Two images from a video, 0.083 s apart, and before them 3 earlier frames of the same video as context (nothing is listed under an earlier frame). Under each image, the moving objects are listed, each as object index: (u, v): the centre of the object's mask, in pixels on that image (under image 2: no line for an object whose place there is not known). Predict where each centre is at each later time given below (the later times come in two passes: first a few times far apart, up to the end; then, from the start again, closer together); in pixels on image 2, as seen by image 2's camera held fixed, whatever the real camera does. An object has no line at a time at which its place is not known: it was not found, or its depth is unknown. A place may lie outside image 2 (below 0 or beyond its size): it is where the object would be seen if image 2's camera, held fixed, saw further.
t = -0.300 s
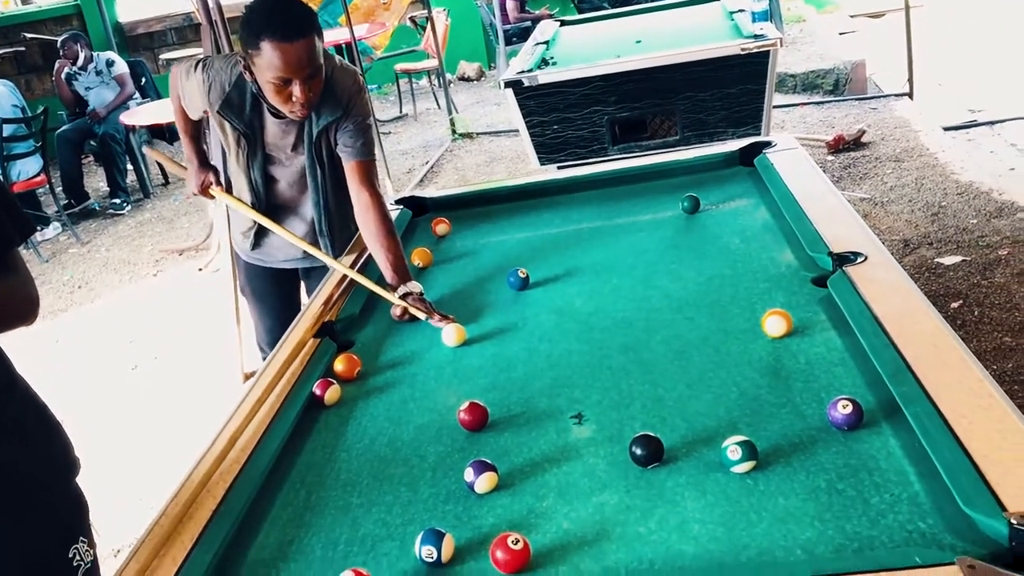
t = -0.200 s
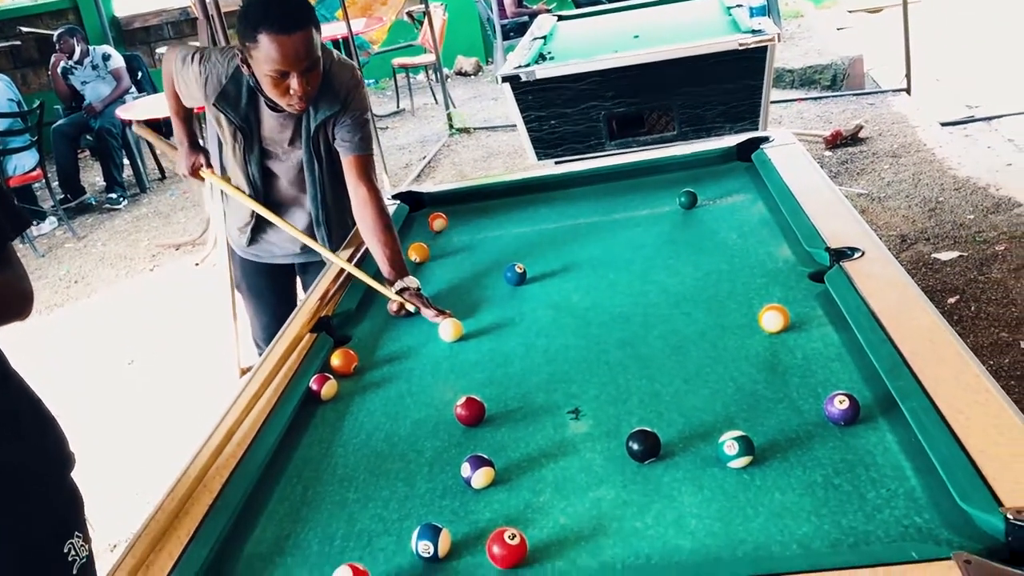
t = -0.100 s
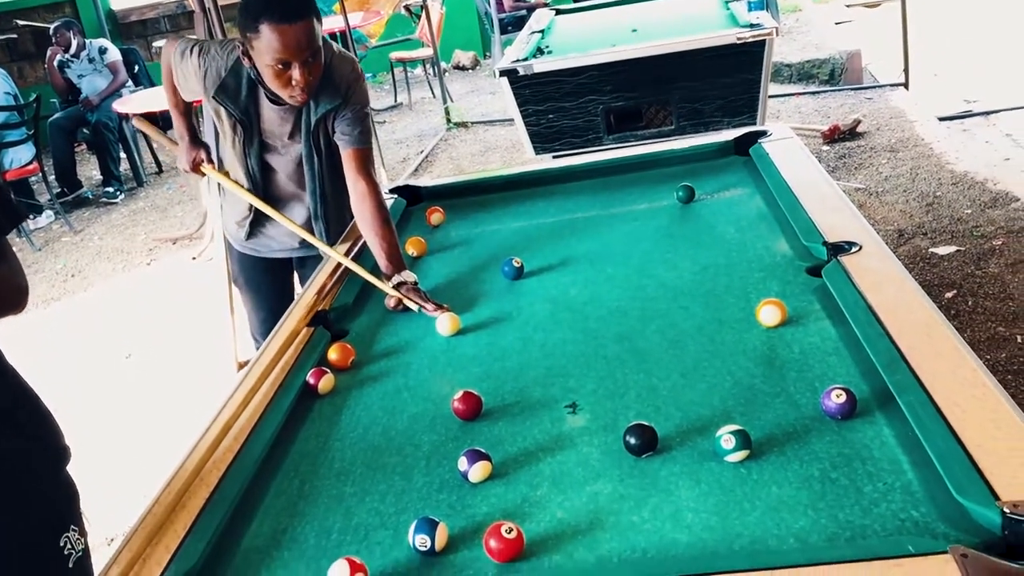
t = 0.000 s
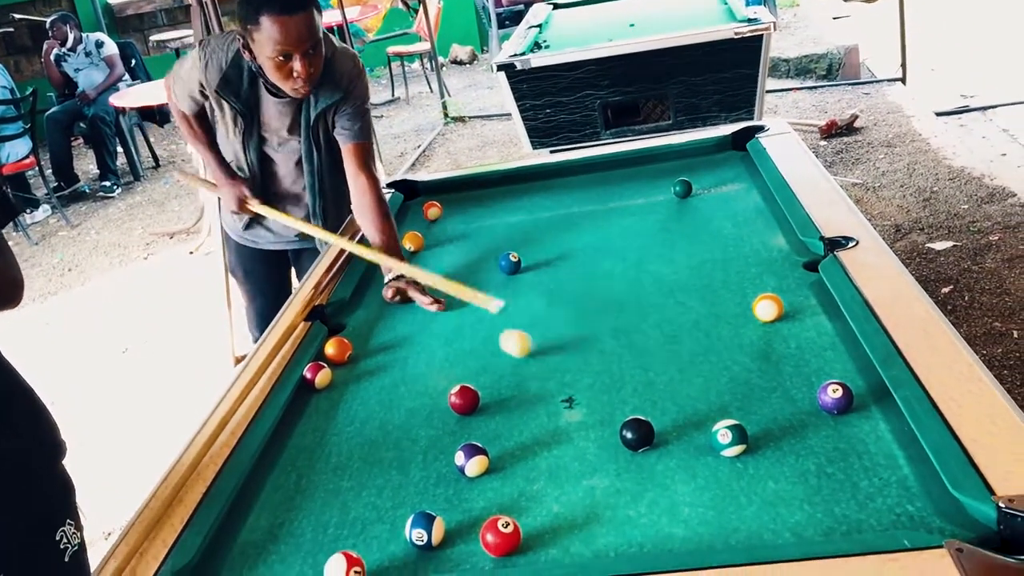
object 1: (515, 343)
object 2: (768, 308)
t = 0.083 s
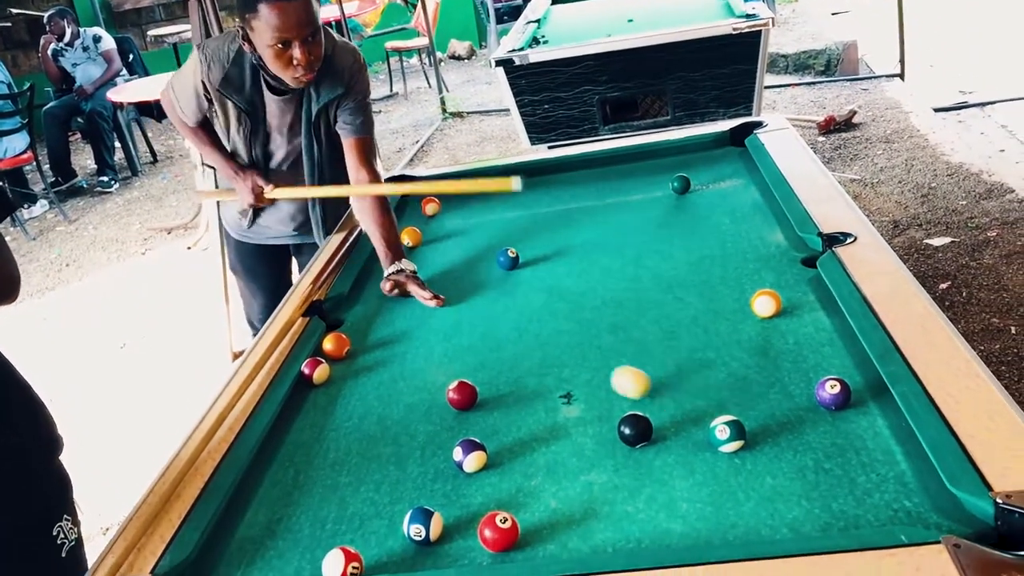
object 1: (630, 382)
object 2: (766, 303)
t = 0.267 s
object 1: (859, 420)
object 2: (766, 303)
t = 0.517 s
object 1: (832, 449)
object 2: (766, 303)
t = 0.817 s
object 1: (749, 478)
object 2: (766, 303)
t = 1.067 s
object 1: (681, 499)
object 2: (762, 301)
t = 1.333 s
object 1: (612, 519)
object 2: (741, 290)
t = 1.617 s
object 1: (543, 538)
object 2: (723, 279)
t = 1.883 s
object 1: (510, 551)
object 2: (705, 270)
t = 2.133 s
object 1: (496, 552)
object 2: (695, 259)
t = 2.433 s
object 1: (490, 549)
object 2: (685, 256)
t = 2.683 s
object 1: (488, 546)
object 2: (674, 253)
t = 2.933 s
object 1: (488, 542)
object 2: (666, 249)
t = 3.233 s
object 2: (655, 246)
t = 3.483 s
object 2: (649, 245)
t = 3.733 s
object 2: (644, 243)
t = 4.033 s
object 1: (490, 537)
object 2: (641, 242)
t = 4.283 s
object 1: (490, 538)
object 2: (639, 241)
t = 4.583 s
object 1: (490, 538)
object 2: (640, 241)
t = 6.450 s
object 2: (640, 241)
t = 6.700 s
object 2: (640, 241)
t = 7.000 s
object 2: (641, 241)
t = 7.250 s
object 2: (641, 241)
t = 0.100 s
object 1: (656, 392)
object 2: (766, 303)
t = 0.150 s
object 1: (737, 414)
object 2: (766, 303)
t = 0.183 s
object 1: (784, 411)
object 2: (766, 303)
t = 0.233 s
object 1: (835, 414)
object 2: (766, 303)
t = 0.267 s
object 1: (859, 420)
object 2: (766, 303)
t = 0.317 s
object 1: (892, 427)
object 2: (766, 303)
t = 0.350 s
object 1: (879, 431)
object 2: (766, 303)
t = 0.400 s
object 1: (865, 436)
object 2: (766, 303)
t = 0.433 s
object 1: (856, 440)
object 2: (766, 304)
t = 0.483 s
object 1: (841, 445)
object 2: (766, 303)
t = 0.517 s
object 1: (832, 449)
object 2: (766, 303)
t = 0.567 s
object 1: (818, 453)
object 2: (766, 303)
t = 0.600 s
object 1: (808, 457)
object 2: (766, 303)
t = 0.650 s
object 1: (795, 462)
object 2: (766, 303)
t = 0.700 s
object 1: (781, 467)
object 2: (766, 303)
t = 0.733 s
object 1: (771, 470)
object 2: (766, 303)
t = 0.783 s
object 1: (758, 475)
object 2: (766, 303)
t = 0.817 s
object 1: (749, 478)
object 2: (766, 303)
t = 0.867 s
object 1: (735, 482)
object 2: (766, 303)
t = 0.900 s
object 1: (726, 485)
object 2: (766, 303)
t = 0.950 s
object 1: (712, 489)
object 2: (765, 302)
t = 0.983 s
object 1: (703, 492)
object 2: (765, 302)
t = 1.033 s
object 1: (690, 496)
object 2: (763, 302)
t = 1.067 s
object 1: (681, 499)
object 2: (762, 301)
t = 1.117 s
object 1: (667, 503)
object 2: (758, 299)
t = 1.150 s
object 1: (659, 506)
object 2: (755, 298)
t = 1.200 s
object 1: (646, 510)
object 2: (751, 295)
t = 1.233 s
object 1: (637, 512)
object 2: (749, 294)
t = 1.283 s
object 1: (624, 516)
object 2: (745, 292)
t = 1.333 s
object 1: (612, 519)
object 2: (741, 290)
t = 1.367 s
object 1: (603, 522)
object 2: (739, 288)
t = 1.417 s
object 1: (591, 525)
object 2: (735, 287)
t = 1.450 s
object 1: (582, 528)
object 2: (733, 286)
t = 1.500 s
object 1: (570, 531)
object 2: (730, 284)
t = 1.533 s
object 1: (563, 533)
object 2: (728, 282)
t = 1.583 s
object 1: (551, 536)
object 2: (725, 280)
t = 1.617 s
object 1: (543, 538)
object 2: (723, 279)
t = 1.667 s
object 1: (531, 540)
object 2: (720, 277)
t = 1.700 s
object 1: (528, 542)
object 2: (717, 276)
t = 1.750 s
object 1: (523, 545)
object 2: (714, 275)
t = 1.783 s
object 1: (520, 547)
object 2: (712, 273)
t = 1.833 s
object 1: (515, 549)
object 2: (708, 271)
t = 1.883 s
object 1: (510, 551)
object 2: (705, 270)
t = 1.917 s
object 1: (507, 552)
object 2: (703, 268)
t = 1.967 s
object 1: (503, 553)
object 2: (700, 266)
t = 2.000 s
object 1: (501, 554)
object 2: (699, 264)
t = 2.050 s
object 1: (498, 553)
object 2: (697, 262)
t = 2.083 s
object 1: (498, 553)
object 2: (696, 261)
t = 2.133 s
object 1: (496, 552)
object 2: (695, 259)
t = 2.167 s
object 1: (494, 552)
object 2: (694, 258)
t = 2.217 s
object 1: (493, 551)
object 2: (694, 259)
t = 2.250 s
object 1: (493, 551)
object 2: (692, 259)
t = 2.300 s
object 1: (492, 550)
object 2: (691, 258)
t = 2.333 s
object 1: (491, 550)
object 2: (689, 257)
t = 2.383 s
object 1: (491, 549)
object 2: (687, 256)
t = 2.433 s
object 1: (490, 549)
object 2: (685, 256)
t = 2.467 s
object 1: (490, 548)
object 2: (684, 256)
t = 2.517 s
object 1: (489, 548)
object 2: (681, 255)
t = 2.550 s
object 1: (489, 548)
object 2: (680, 255)
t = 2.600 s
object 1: (488, 547)
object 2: (678, 253)
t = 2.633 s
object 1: (488, 546)
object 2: (676, 253)
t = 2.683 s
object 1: (488, 546)
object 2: (674, 253)
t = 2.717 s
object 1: (487, 545)
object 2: (673, 252)
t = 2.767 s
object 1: (487, 545)
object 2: (672, 251)
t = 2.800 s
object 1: (487, 544)
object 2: (670, 251)
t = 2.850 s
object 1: (487, 544)
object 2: (669, 250)
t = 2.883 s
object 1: (487, 543)
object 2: (667, 250)
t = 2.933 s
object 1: (488, 542)
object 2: (666, 249)
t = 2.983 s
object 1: (488, 542)
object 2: (664, 248)
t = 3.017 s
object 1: (489, 541)
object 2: (662, 248)
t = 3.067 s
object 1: (490, 540)
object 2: (661, 248)
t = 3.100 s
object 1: (490, 540)
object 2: (660, 247)
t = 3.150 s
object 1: (490, 539)
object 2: (658, 247)
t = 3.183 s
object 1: (491, 538)
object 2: (657, 247)
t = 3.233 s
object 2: (655, 246)
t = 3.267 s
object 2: (654, 246)
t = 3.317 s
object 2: (653, 246)
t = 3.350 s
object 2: (652, 245)
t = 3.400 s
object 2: (651, 245)
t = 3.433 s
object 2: (650, 245)
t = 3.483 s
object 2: (649, 245)
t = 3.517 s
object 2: (648, 245)
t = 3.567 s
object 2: (647, 244)
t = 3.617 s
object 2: (646, 244)
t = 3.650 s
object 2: (645, 244)
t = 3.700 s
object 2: (645, 243)
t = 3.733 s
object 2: (644, 243)
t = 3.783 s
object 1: (492, 537)
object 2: (644, 243)
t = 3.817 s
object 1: (491, 537)
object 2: (644, 242)
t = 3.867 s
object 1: (491, 537)
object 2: (643, 242)
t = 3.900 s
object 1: (491, 537)
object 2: (643, 242)
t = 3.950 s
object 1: (490, 537)
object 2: (642, 242)
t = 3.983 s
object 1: (490, 537)
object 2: (642, 242)
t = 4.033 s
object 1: (490, 537)
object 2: (641, 242)
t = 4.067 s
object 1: (490, 537)
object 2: (641, 241)
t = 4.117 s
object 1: (490, 537)
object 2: (641, 241)
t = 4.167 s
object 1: (490, 538)
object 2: (640, 241)
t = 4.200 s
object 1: (490, 538)
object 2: (640, 241)
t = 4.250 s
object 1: (490, 538)
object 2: (639, 241)
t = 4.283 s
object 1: (490, 538)
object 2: (639, 241)
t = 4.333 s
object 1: (490, 538)
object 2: (639, 241)
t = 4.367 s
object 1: (490, 538)
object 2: (639, 241)
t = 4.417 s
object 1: (490, 538)
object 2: (639, 241)
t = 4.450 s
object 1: (490, 538)
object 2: (640, 241)
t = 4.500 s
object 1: (490, 538)
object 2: (639, 241)
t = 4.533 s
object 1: (490, 538)
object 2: (639, 241)
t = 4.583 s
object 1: (490, 538)
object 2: (640, 241)
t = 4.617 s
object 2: (640, 241)
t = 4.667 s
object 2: (640, 241)
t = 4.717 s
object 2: (640, 241)
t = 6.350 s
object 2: (640, 241)
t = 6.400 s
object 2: (640, 241)
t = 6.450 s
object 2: (640, 241)
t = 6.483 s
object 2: (640, 241)
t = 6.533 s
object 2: (640, 241)
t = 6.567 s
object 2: (640, 241)
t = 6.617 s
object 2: (640, 241)
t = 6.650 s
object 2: (640, 241)
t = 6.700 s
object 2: (640, 241)
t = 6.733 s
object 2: (640, 241)
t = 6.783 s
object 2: (640, 241)
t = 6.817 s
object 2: (640, 241)
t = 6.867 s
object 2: (640, 241)
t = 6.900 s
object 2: (641, 241)
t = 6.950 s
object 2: (641, 241)
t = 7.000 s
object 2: (641, 241)
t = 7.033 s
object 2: (641, 241)
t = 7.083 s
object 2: (641, 241)
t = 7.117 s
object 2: (641, 241)
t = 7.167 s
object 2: (641, 241)
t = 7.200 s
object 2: (641, 241)
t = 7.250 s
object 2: (641, 241)
